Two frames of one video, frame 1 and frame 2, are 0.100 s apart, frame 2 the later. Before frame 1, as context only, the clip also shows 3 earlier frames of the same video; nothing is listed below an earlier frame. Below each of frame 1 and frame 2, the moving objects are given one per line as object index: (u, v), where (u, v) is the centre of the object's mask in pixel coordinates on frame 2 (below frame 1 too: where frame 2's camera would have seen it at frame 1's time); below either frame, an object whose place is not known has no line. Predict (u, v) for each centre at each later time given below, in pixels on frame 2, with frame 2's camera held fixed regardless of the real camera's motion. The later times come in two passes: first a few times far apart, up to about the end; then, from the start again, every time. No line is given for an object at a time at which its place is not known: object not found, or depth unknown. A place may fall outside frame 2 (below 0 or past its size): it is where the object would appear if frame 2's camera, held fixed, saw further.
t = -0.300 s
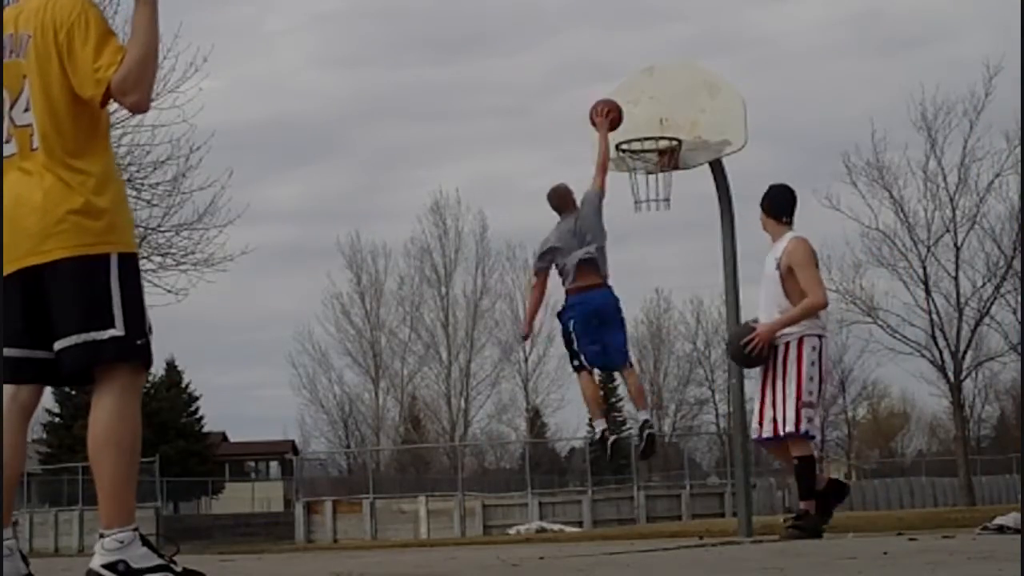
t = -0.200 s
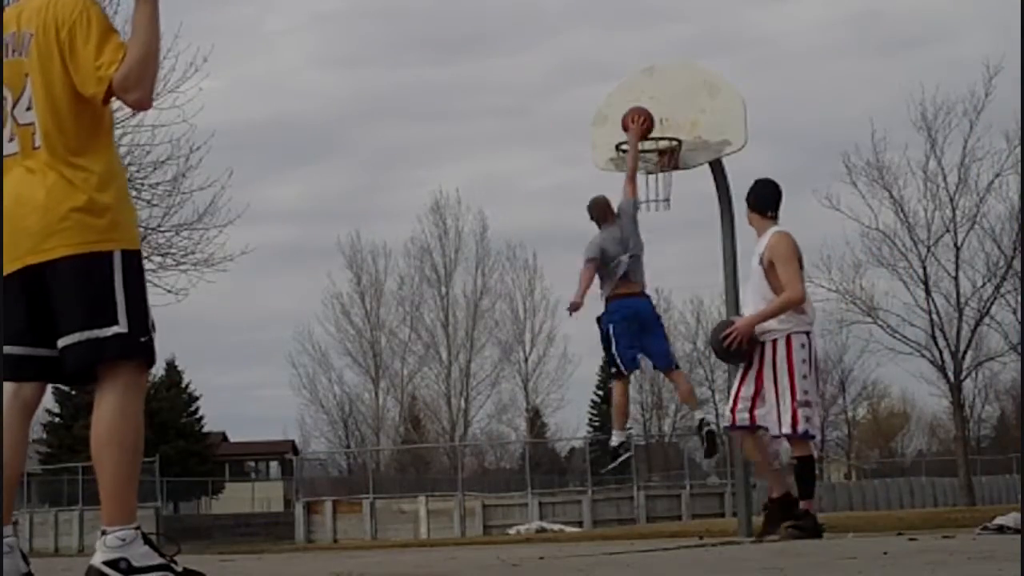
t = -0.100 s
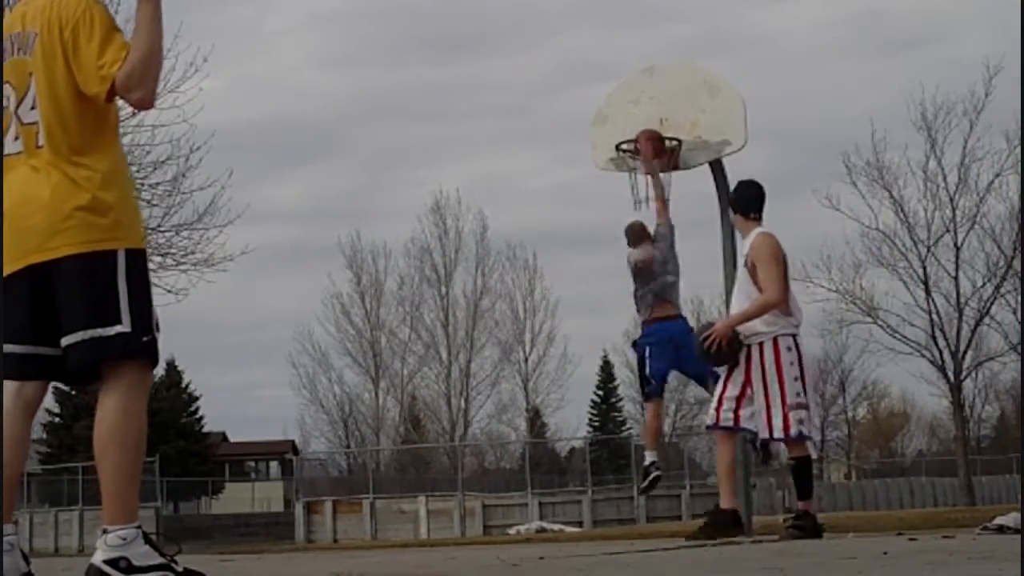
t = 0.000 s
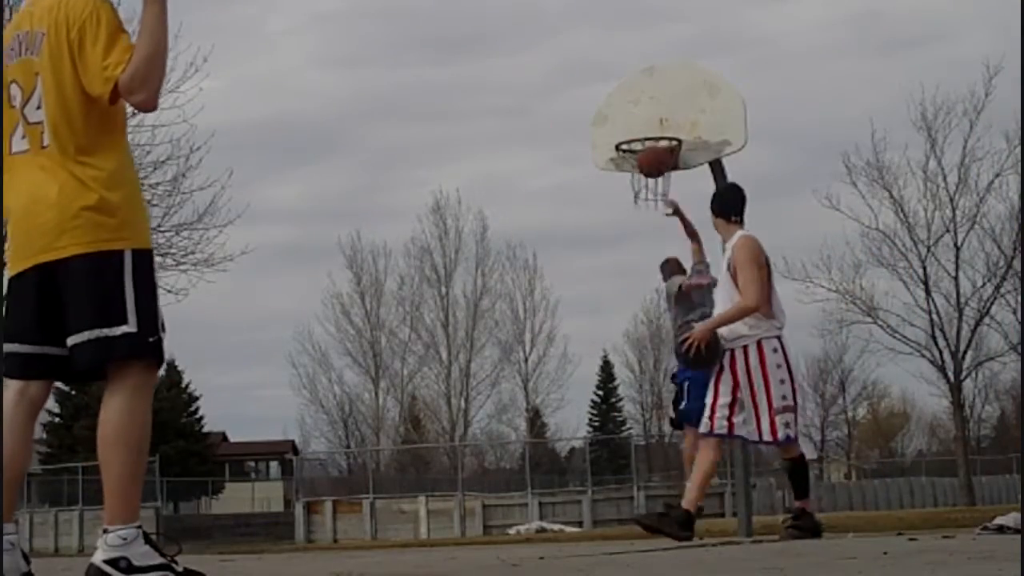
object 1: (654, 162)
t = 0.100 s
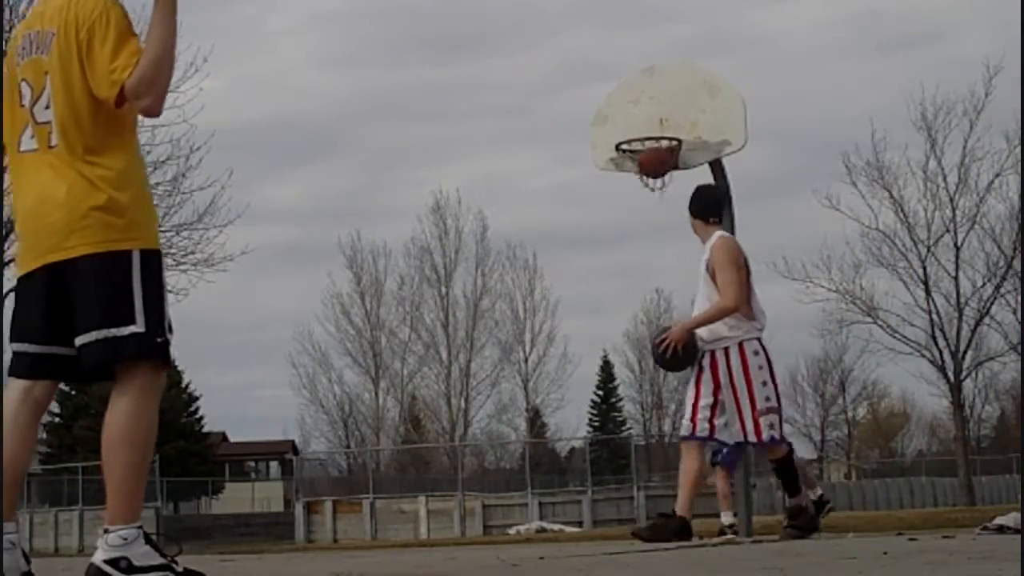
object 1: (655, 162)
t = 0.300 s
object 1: (655, 169)
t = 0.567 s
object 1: (653, 221)
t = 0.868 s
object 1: (656, 373)
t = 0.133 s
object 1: (655, 163)
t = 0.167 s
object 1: (655, 163)
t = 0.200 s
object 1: (655, 164)
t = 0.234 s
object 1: (656, 165)
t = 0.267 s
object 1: (656, 167)
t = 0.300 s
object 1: (655, 169)
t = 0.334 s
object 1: (655, 170)
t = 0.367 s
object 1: (659, 171)
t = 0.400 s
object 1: (661, 183)
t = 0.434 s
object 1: (659, 193)
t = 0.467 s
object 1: (655, 199)
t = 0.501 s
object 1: (653, 205)
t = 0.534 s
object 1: (653, 212)
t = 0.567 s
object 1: (653, 221)
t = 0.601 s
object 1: (653, 231)
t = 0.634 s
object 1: (653, 244)
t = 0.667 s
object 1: (653, 257)
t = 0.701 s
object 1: (654, 273)
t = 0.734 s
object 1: (654, 290)
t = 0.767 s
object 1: (655, 308)
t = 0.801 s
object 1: (655, 328)
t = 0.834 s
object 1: (656, 349)
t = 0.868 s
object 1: (656, 373)
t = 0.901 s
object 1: (656, 398)
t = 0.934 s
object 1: (658, 425)
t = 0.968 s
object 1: (659, 452)
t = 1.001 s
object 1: (660, 481)
